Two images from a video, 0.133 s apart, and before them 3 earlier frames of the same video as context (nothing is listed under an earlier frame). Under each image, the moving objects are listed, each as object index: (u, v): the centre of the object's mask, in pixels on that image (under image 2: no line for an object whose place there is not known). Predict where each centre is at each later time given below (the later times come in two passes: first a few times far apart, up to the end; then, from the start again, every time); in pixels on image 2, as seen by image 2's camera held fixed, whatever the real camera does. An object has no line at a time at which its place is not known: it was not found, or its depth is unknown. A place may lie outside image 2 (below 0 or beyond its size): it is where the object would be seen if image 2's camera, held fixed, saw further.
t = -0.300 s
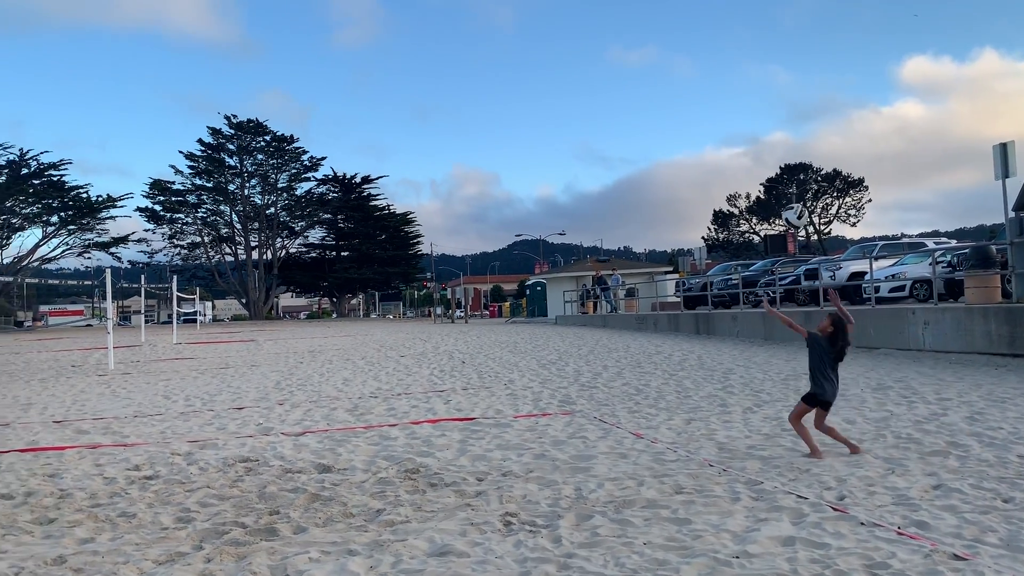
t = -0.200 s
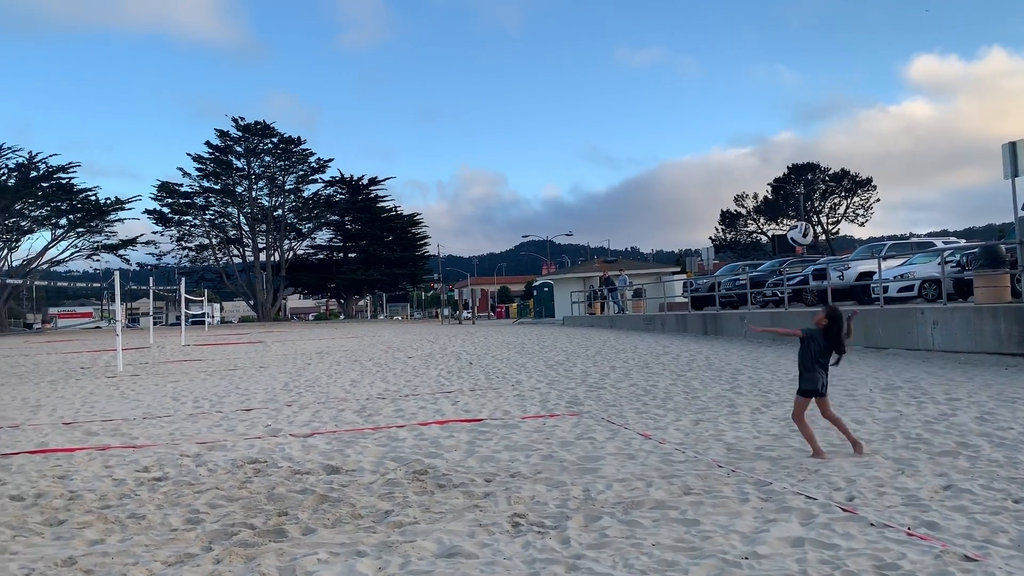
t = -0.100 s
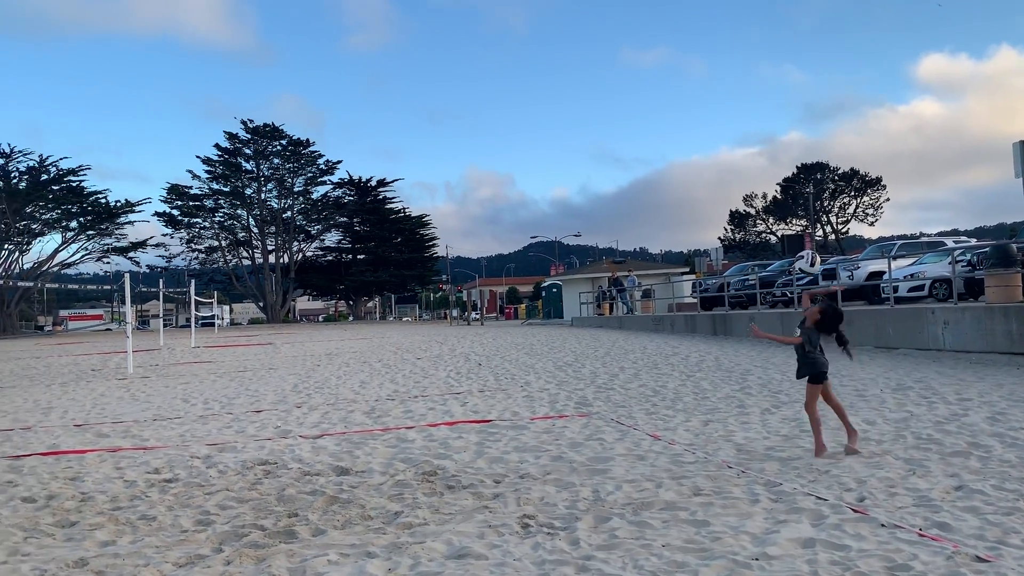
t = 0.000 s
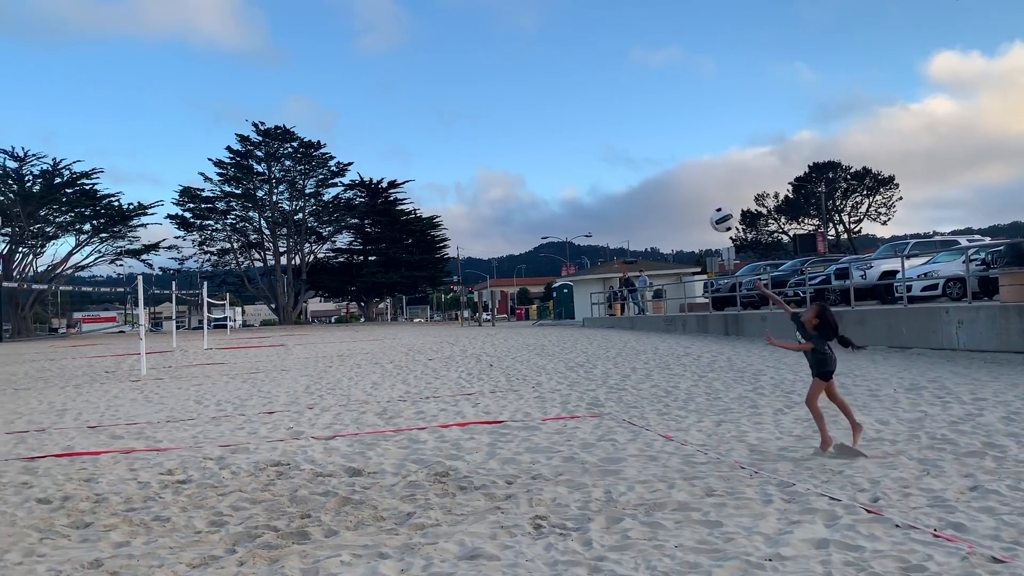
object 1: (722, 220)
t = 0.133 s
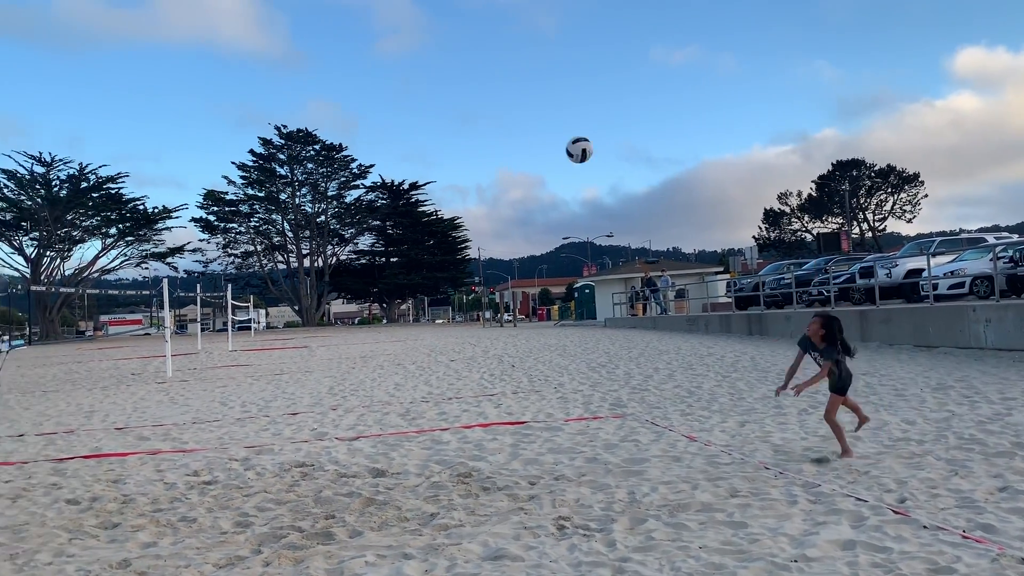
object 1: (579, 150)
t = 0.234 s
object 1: (451, 106)
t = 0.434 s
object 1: (170, 53)
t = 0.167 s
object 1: (537, 134)
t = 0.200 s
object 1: (494, 119)
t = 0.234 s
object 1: (451, 106)
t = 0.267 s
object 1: (406, 94)
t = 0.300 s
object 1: (360, 83)
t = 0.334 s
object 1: (314, 74)
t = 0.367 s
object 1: (267, 66)
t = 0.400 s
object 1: (218, 59)
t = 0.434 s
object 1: (170, 53)
